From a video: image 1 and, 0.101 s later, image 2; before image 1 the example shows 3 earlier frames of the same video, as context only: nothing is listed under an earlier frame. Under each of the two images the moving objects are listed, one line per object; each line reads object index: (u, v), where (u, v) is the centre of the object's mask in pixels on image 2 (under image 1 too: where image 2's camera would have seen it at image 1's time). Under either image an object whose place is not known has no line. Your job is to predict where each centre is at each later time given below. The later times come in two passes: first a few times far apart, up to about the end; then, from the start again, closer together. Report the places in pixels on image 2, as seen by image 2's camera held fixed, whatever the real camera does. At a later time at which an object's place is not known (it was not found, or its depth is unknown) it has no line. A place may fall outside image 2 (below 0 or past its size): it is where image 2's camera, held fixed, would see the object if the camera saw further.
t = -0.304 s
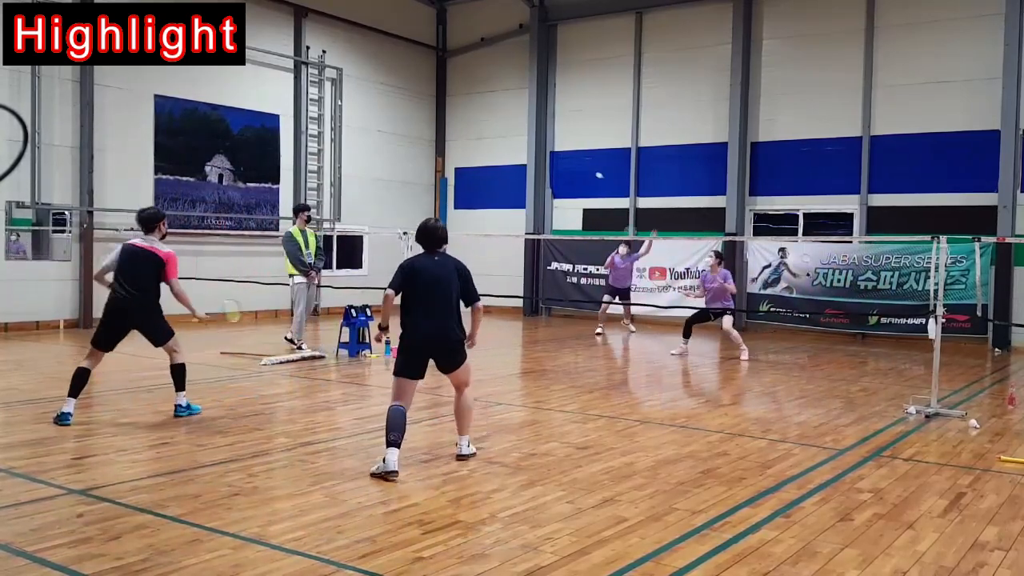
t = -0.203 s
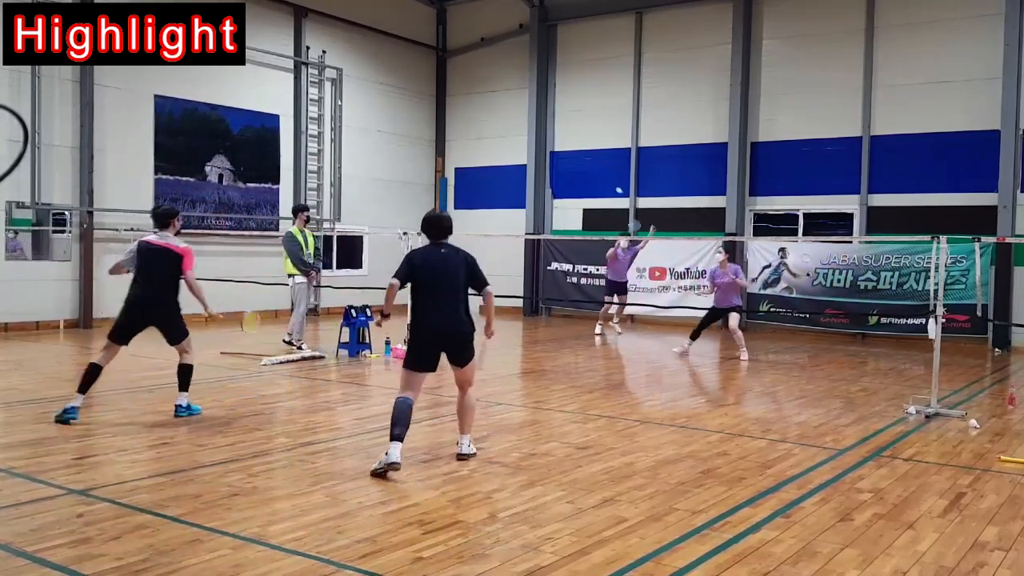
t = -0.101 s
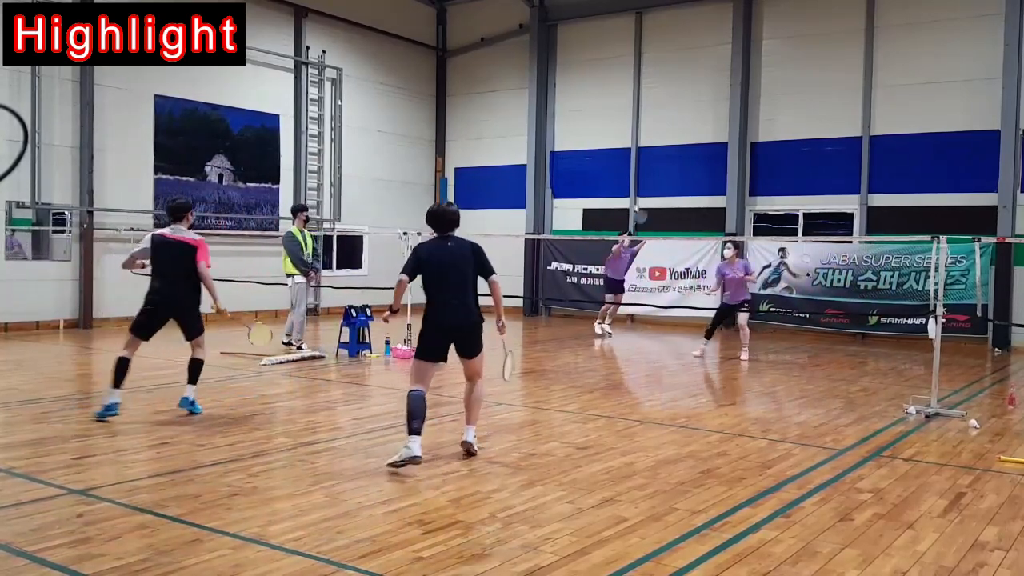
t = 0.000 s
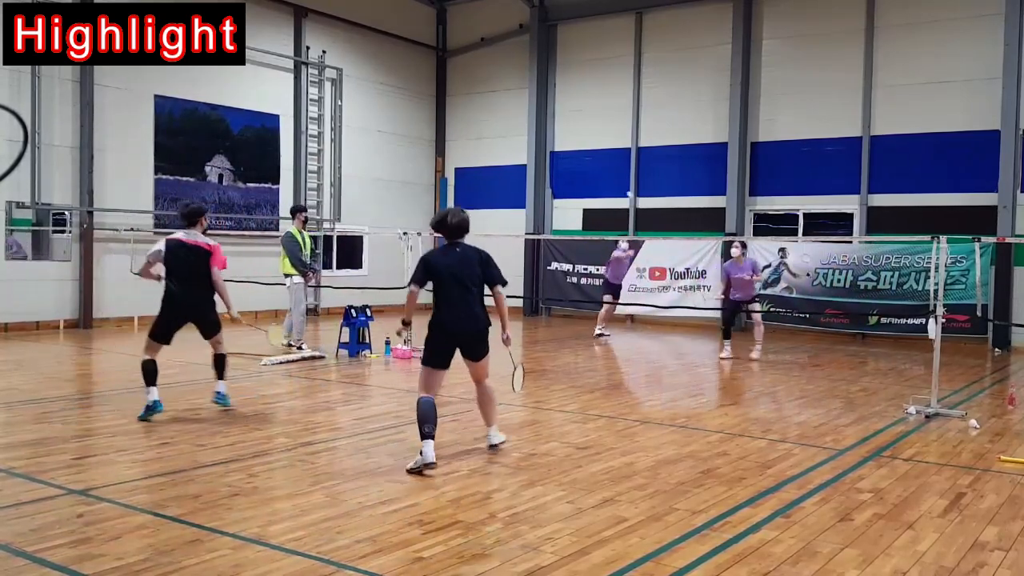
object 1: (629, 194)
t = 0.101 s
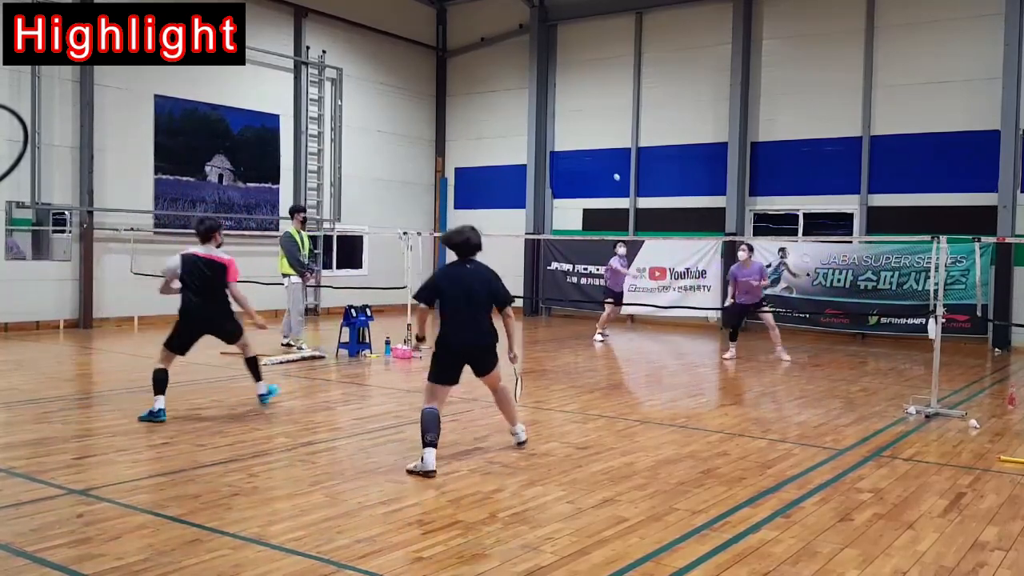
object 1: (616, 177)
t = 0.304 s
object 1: (589, 165)
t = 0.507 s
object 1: (559, 189)
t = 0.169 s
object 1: (607, 169)
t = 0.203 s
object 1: (602, 167)
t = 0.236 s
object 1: (598, 164)
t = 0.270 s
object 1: (593, 164)
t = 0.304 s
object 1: (589, 165)
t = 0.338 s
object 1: (584, 166)
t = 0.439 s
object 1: (569, 177)
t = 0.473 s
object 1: (565, 182)
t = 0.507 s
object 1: (559, 189)
